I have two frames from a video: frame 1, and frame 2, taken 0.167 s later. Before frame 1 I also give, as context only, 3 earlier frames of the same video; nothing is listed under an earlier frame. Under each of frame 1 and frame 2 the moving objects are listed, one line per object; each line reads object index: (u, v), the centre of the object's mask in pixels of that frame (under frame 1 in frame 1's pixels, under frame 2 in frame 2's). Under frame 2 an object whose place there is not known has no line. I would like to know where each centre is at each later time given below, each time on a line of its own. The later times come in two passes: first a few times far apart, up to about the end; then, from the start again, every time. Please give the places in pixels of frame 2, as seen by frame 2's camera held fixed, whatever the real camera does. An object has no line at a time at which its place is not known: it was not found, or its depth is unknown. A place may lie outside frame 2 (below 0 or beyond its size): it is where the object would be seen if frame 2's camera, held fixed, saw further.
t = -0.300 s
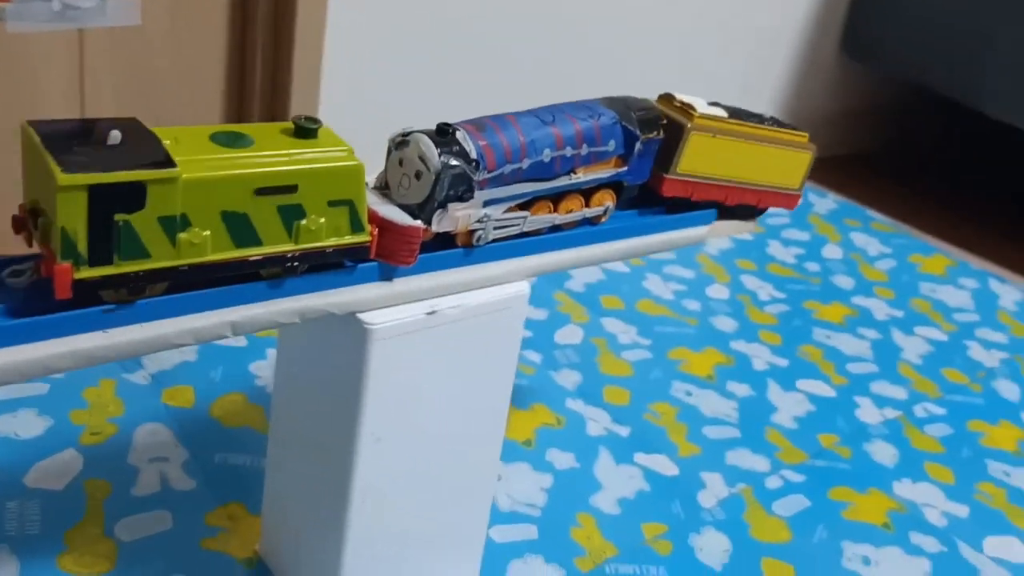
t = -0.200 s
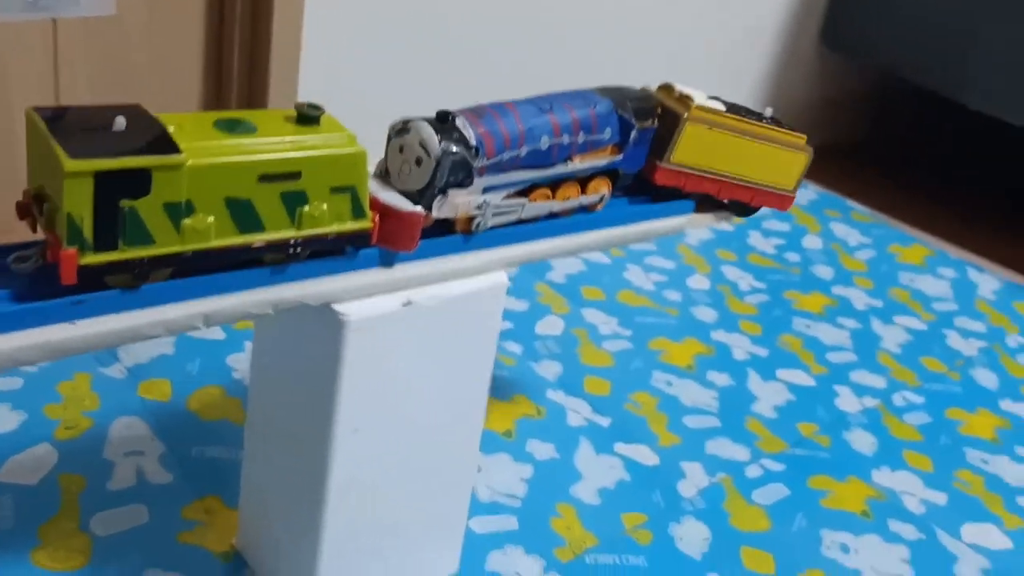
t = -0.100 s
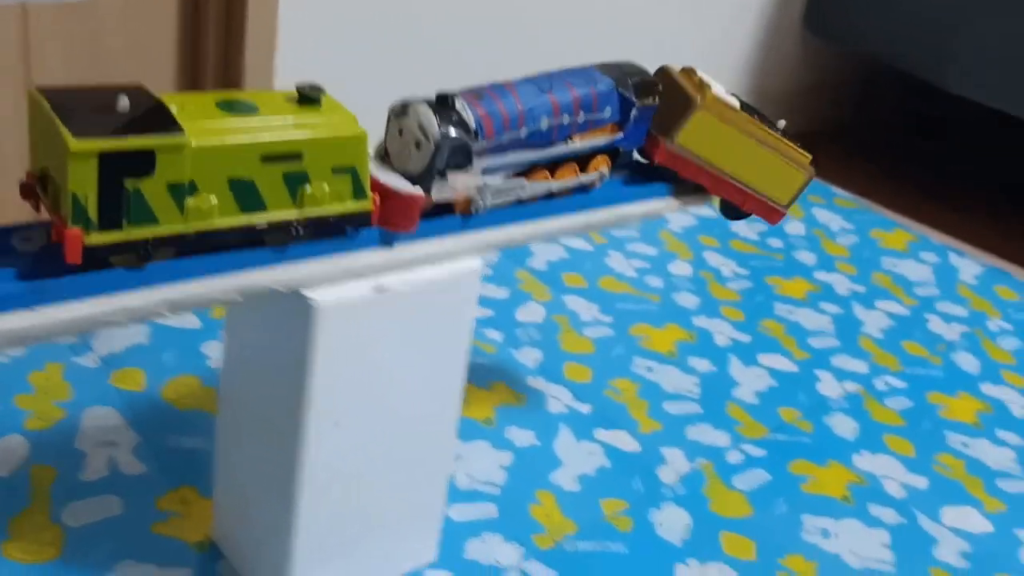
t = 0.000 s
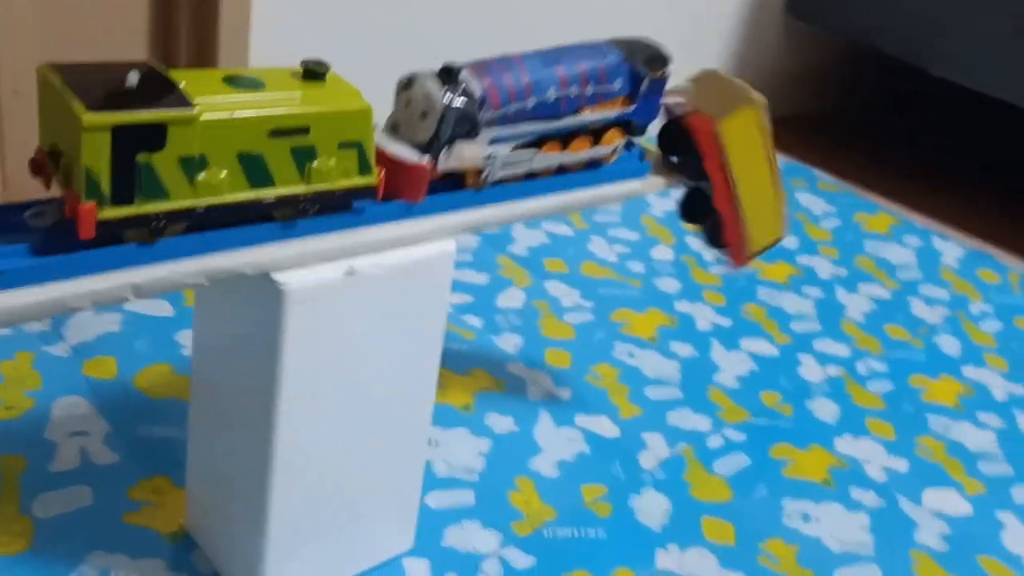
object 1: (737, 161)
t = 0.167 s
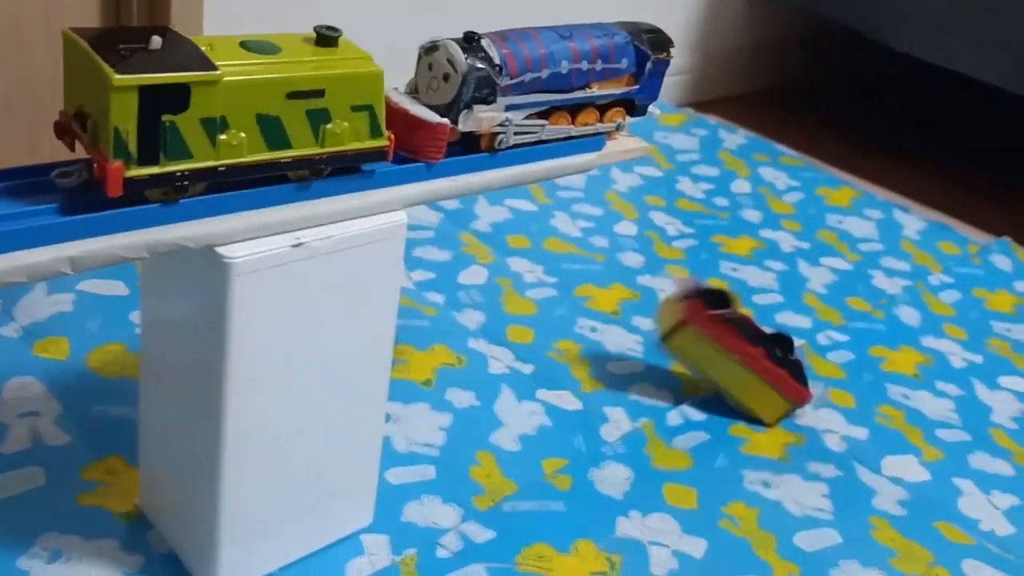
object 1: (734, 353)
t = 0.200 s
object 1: (772, 333)
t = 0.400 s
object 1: (879, 311)
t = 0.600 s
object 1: (909, 337)
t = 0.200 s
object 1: (772, 333)
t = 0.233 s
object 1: (805, 323)
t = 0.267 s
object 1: (832, 328)
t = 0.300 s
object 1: (852, 316)
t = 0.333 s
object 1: (865, 312)
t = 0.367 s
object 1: (874, 312)
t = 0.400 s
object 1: (879, 311)
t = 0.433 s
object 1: (886, 310)
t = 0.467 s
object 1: (890, 315)
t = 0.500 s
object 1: (896, 321)
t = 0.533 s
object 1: (898, 337)
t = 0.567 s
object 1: (901, 347)
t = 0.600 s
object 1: (909, 337)
